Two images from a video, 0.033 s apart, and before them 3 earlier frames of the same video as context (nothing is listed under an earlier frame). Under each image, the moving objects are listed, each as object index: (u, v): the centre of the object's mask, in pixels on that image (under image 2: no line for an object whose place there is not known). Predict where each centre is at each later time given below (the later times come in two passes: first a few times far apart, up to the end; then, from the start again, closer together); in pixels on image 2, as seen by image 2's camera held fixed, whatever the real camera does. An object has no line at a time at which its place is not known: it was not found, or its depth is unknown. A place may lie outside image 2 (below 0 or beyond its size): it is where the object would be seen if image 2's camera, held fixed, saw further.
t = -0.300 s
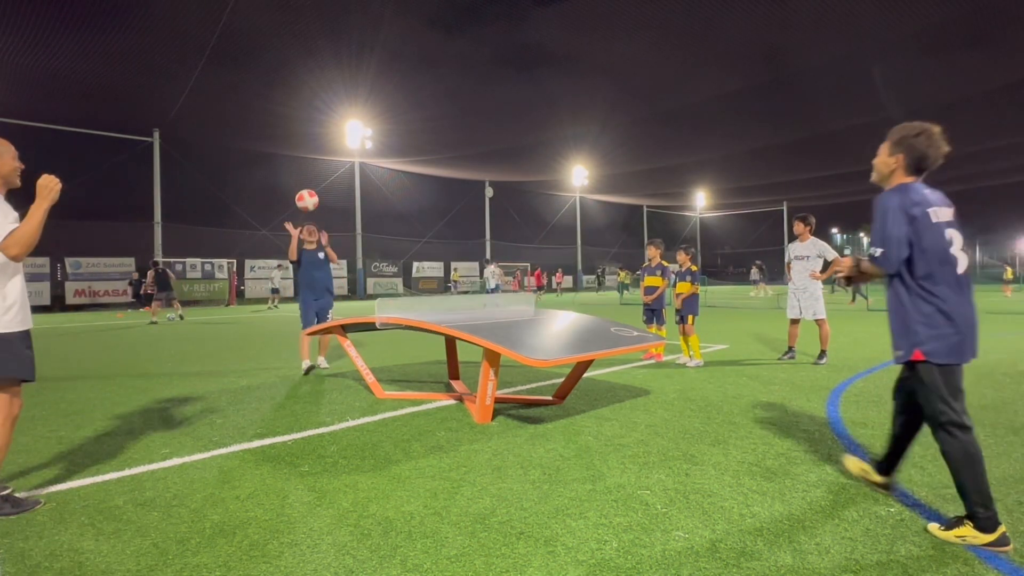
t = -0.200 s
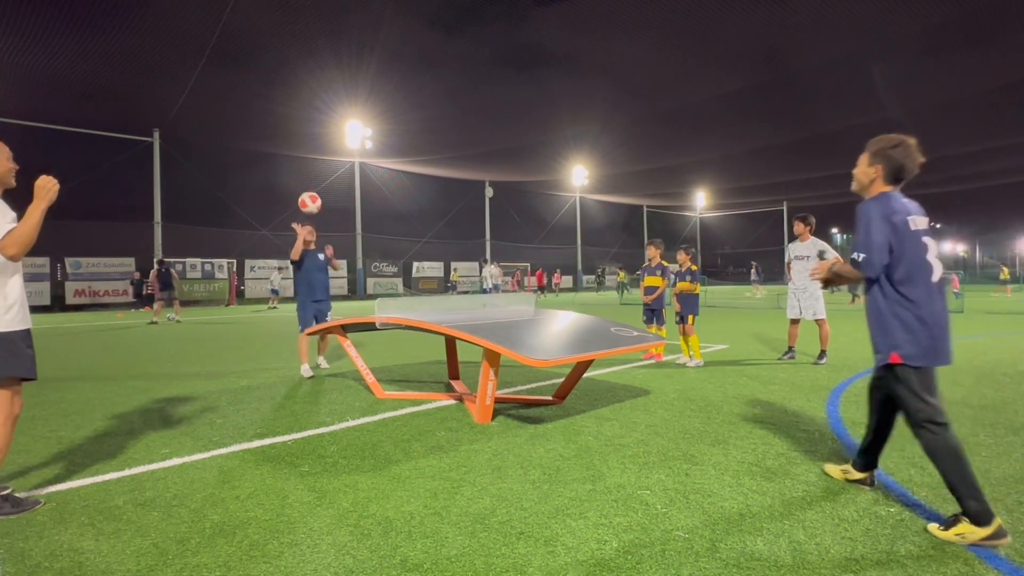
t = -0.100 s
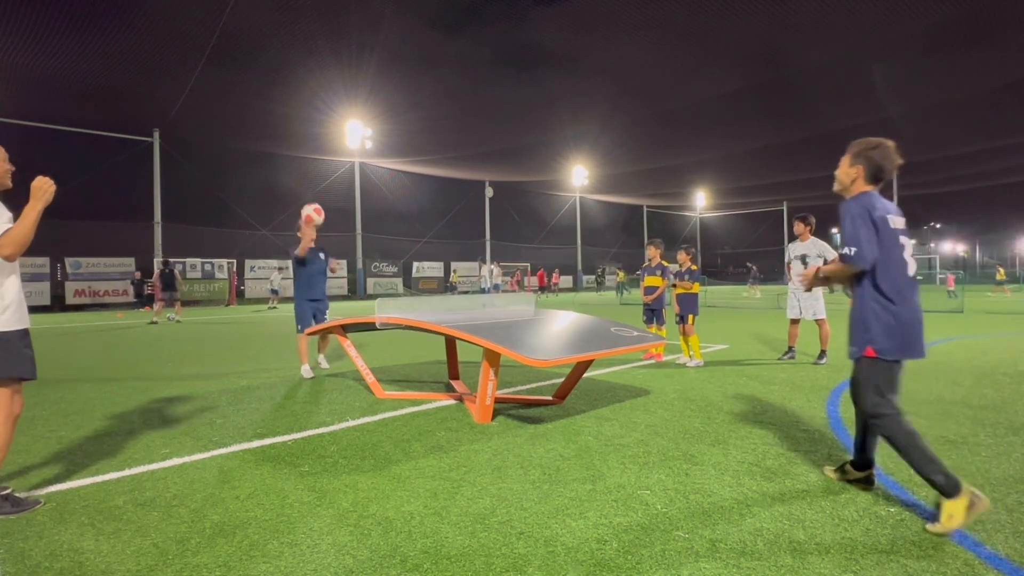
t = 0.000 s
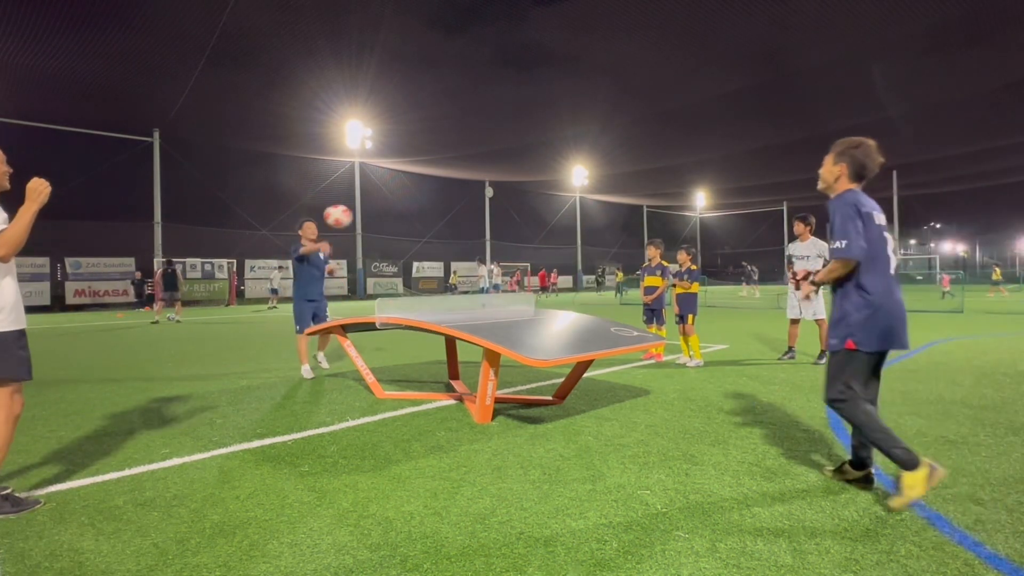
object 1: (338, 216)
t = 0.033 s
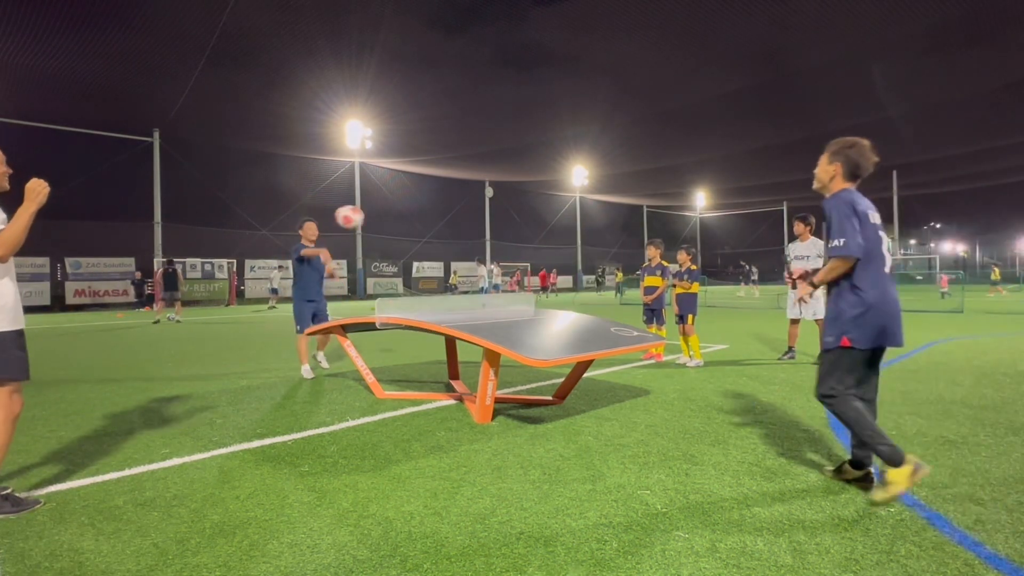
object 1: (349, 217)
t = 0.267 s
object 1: (446, 260)
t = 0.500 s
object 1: (542, 270)
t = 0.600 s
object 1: (579, 257)
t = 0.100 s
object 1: (375, 223)
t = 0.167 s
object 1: (401, 234)
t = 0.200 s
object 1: (415, 241)
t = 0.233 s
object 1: (430, 250)
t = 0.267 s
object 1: (446, 260)
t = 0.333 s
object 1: (479, 289)
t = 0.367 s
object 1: (497, 303)
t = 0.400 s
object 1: (508, 294)
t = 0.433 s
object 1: (520, 285)
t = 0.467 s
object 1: (530, 277)
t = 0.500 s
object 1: (542, 270)
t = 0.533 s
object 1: (553, 264)
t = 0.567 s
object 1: (566, 260)
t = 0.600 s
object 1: (579, 257)
